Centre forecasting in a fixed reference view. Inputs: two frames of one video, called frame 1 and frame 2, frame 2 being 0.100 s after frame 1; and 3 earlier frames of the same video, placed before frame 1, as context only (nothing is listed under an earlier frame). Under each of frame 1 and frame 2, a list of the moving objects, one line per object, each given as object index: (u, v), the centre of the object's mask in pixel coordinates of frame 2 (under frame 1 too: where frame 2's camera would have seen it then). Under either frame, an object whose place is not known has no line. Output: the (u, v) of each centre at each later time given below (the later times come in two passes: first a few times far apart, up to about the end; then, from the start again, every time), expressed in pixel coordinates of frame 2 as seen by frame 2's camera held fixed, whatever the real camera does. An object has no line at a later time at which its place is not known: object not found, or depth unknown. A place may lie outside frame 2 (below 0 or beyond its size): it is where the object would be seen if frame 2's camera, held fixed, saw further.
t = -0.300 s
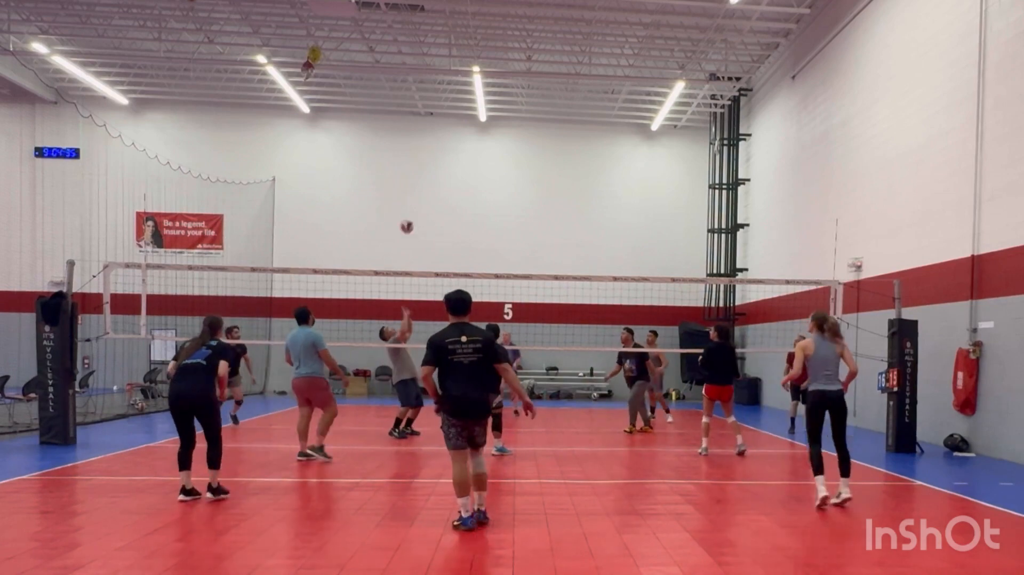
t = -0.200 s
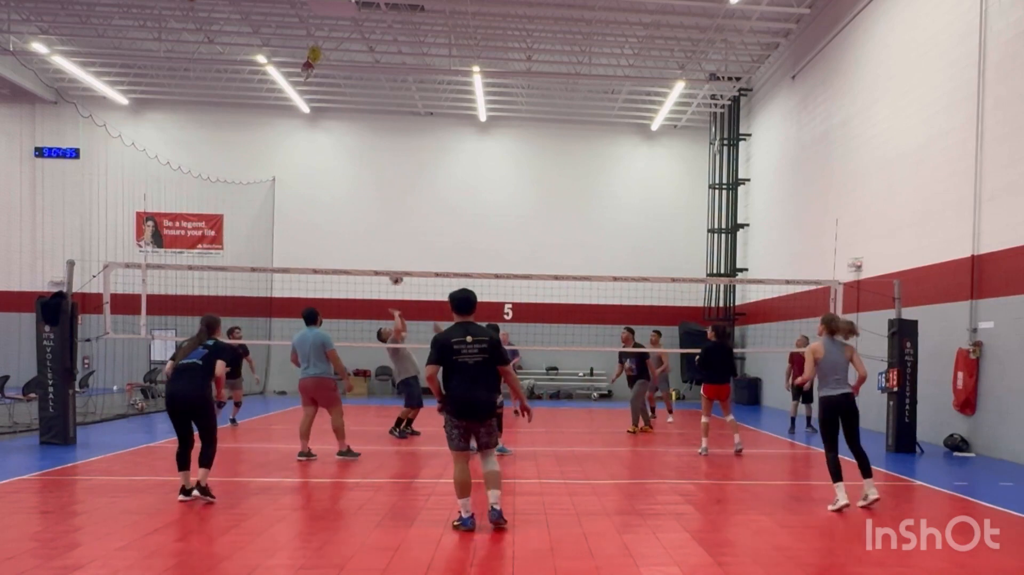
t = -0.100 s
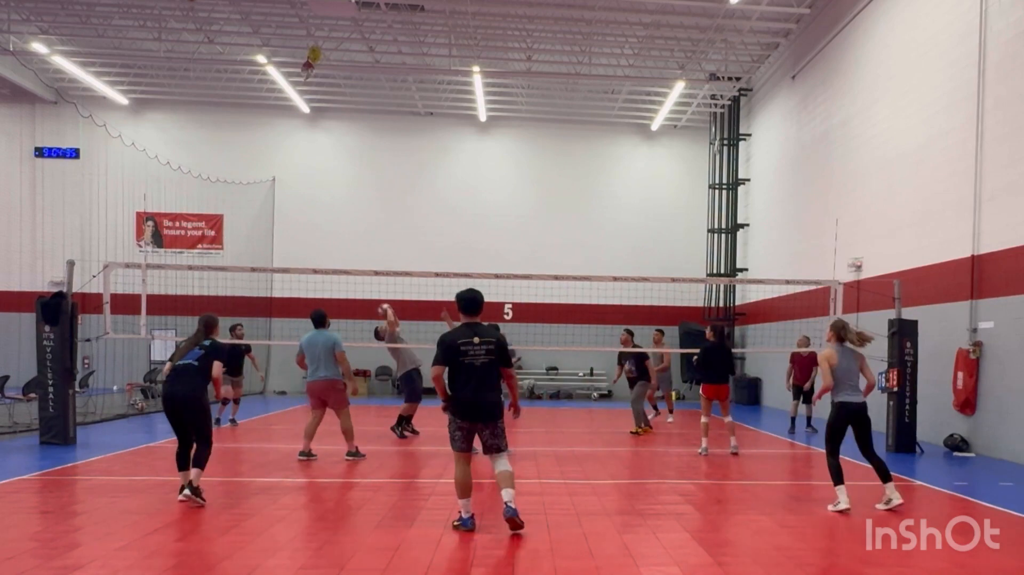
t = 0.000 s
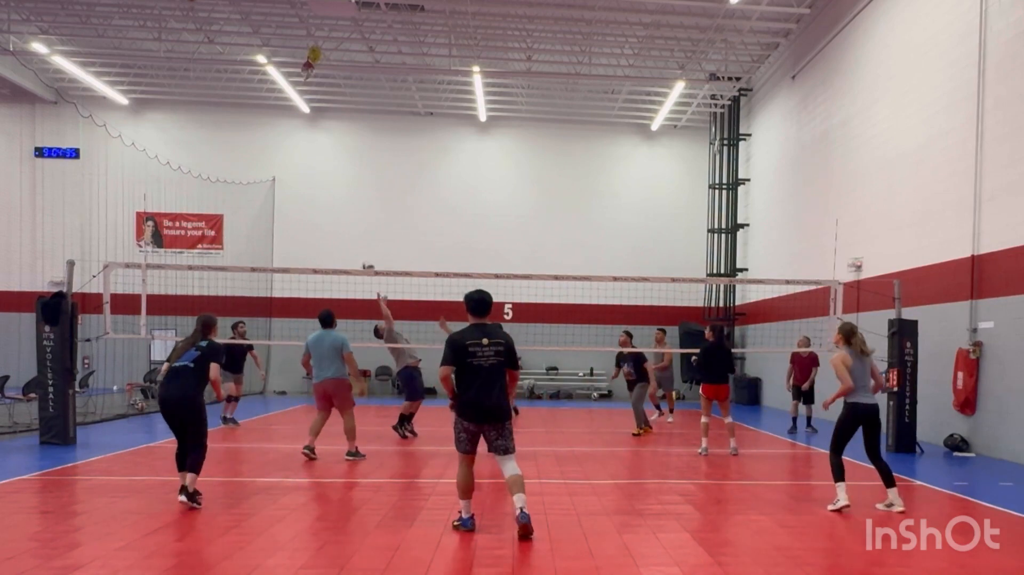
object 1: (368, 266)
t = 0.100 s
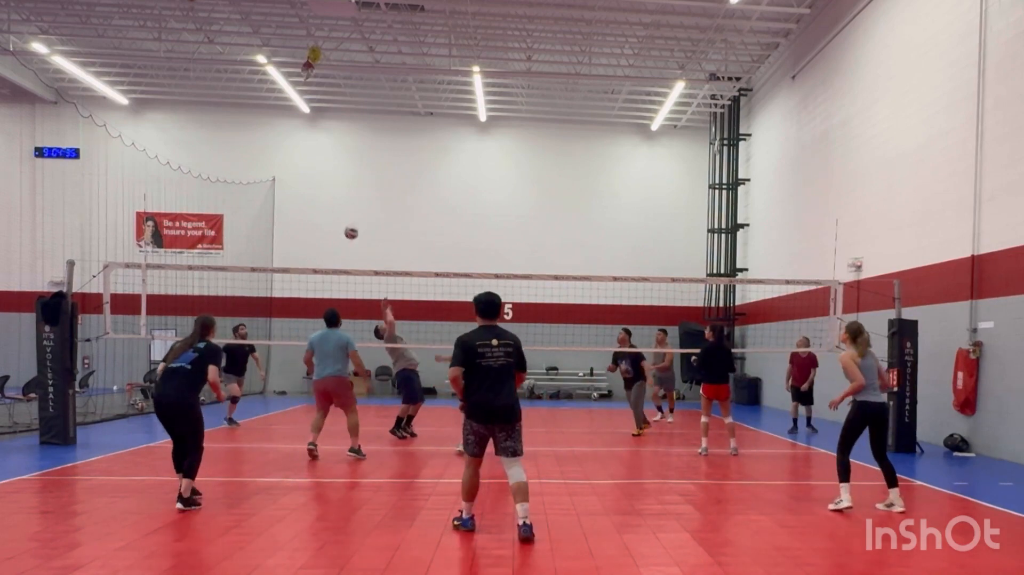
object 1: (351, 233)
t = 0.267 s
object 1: (326, 191)
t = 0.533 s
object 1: (281, 157)
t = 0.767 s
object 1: (243, 166)
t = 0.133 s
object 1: (345, 222)
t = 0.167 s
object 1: (340, 212)
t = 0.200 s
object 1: (334, 203)
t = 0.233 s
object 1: (331, 199)
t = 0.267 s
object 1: (326, 191)
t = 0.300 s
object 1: (320, 184)
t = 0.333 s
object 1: (315, 178)
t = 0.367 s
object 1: (309, 173)
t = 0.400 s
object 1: (303, 168)
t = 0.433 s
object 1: (298, 164)
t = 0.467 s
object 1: (292, 161)
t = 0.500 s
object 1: (287, 158)
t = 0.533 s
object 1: (281, 157)
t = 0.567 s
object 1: (276, 156)
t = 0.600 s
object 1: (270, 156)
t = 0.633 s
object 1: (265, 156)
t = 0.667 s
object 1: (260, 158)
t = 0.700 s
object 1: (254, 160)
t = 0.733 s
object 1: (249, 162)
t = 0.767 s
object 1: (243, 166)
